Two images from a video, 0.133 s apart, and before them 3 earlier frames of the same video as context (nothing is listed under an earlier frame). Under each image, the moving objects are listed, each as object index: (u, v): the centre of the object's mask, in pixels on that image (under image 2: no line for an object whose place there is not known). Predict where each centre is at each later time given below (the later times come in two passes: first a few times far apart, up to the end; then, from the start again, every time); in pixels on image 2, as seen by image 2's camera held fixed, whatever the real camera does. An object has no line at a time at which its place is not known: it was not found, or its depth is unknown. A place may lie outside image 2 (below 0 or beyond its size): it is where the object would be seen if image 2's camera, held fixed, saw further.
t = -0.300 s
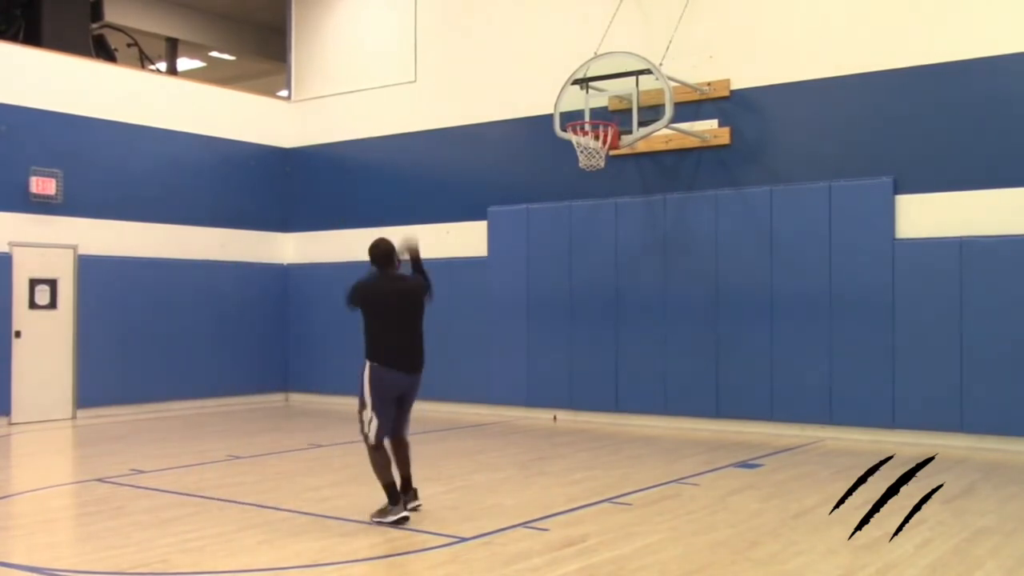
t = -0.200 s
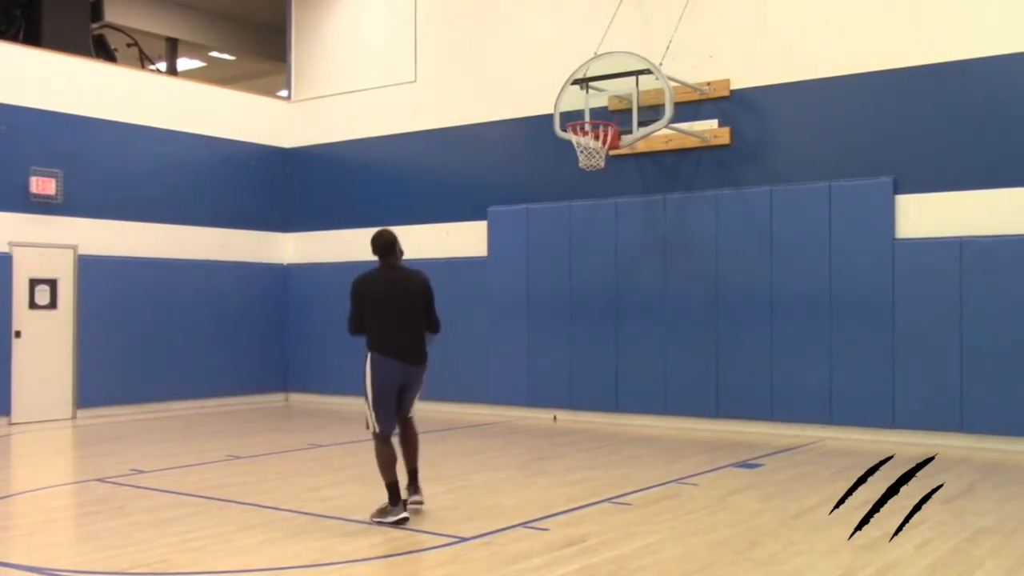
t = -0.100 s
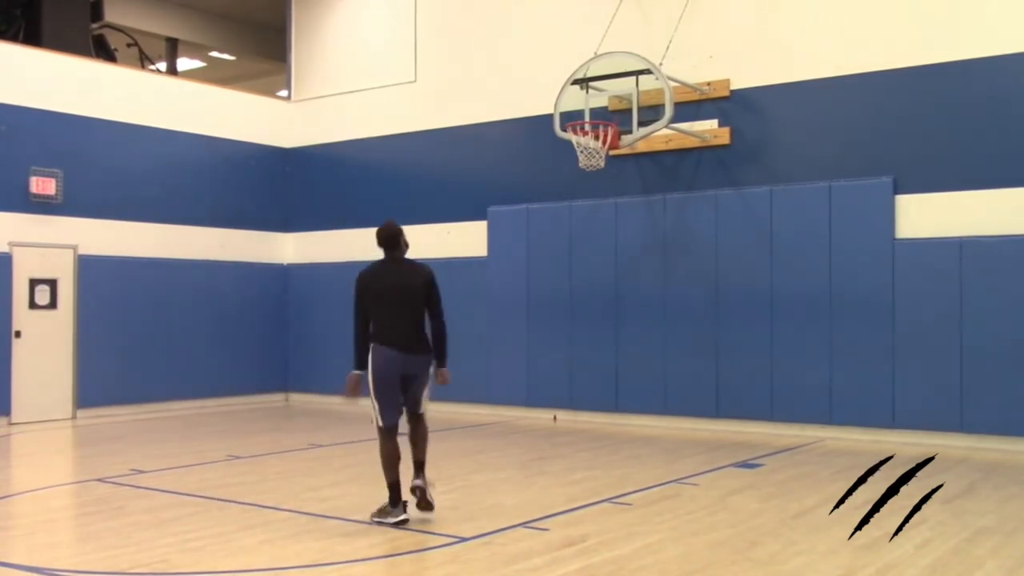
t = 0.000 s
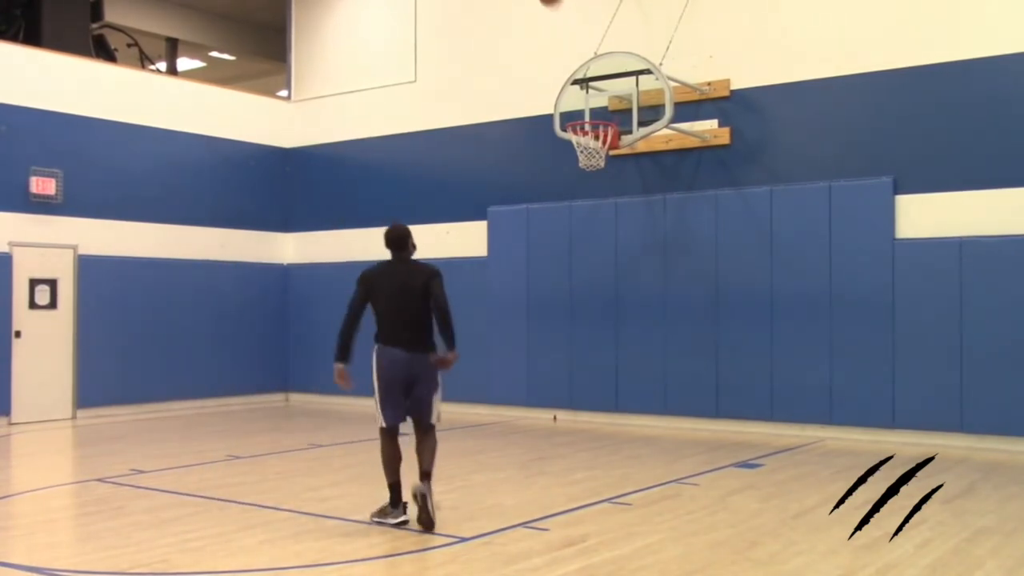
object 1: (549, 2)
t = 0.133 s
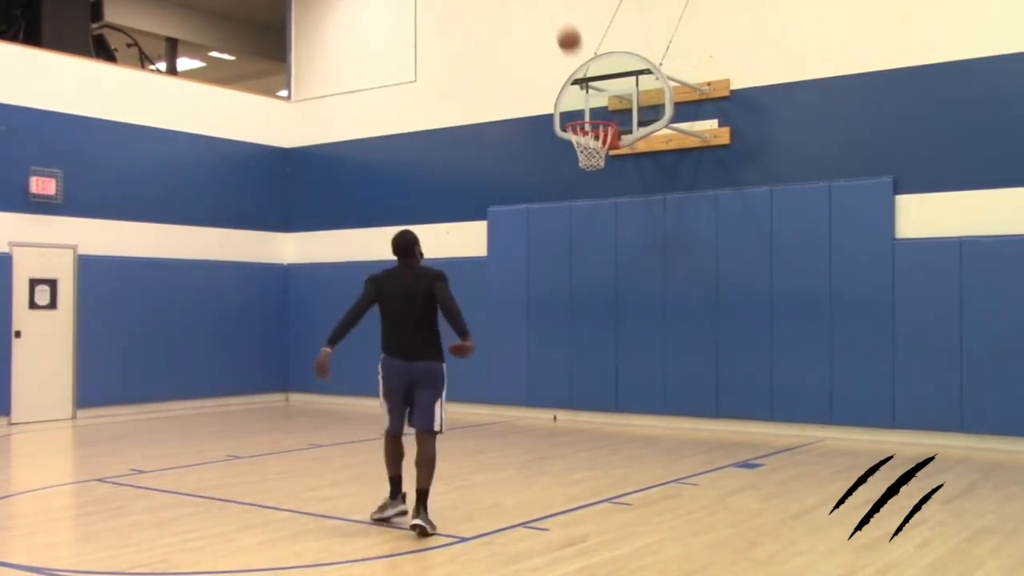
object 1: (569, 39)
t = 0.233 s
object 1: (582, 84)
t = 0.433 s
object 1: (588, 174)
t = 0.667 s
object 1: (575, 289)
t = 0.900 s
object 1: (559, 418)
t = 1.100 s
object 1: (542, 323)
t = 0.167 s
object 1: (574, 53)
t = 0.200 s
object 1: (578, 67)
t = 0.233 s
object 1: (582, 84)
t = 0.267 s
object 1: (586, 98)
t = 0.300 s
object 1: (592, 113)
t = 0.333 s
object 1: (594, 131)
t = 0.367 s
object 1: (593, 140)
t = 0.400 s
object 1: (591, 164)
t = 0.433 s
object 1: (588, 174)
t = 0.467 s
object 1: (586, 184)
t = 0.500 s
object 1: (585, 198)
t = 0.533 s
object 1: (582, 215)
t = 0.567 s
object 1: (581, 230)
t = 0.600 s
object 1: (578, 248)
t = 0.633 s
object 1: (576, 268)
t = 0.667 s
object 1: (575, 289)
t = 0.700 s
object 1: (573, 312)
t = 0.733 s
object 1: (571, 335)
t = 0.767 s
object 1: (569, 359)
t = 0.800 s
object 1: (567, 385)
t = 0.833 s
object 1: (565, 414)
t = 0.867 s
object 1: (562, 435)
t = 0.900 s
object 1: (559, 418)
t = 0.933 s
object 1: (556, 398)
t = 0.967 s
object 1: (554, 381)
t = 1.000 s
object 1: (551, 366)
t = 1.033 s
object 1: (548, 350)
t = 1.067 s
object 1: (546, 336)
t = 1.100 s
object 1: (542, 323)
